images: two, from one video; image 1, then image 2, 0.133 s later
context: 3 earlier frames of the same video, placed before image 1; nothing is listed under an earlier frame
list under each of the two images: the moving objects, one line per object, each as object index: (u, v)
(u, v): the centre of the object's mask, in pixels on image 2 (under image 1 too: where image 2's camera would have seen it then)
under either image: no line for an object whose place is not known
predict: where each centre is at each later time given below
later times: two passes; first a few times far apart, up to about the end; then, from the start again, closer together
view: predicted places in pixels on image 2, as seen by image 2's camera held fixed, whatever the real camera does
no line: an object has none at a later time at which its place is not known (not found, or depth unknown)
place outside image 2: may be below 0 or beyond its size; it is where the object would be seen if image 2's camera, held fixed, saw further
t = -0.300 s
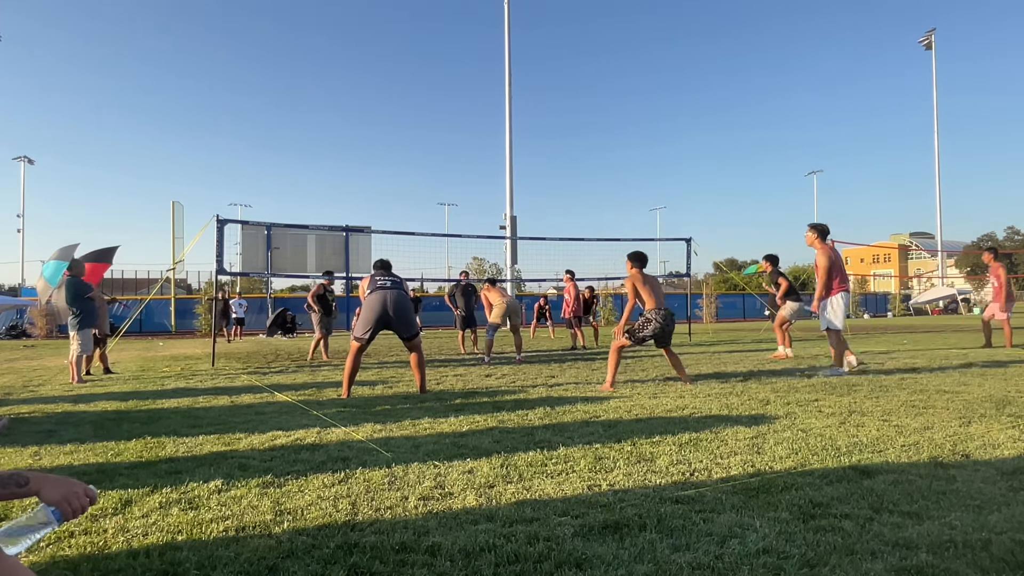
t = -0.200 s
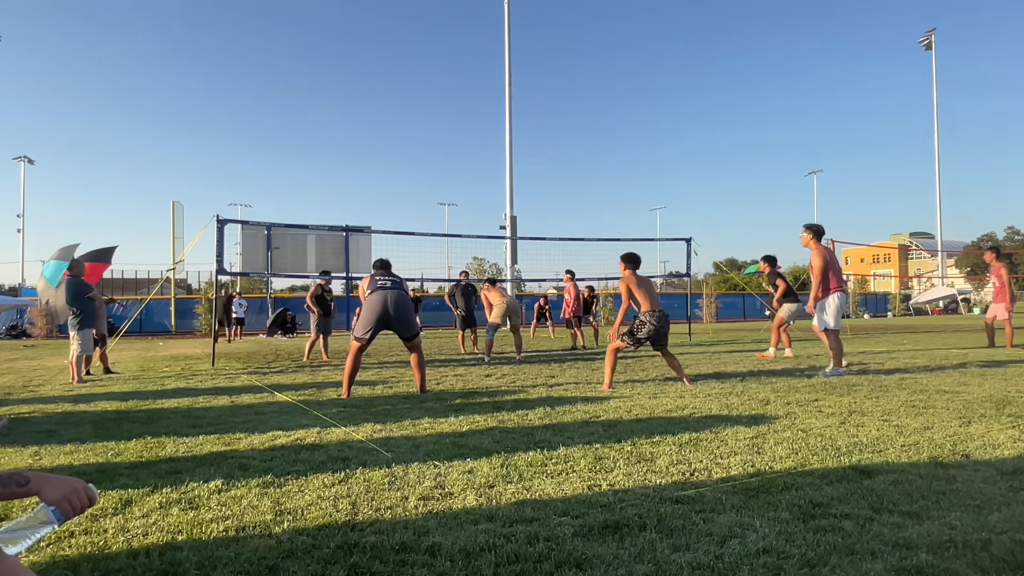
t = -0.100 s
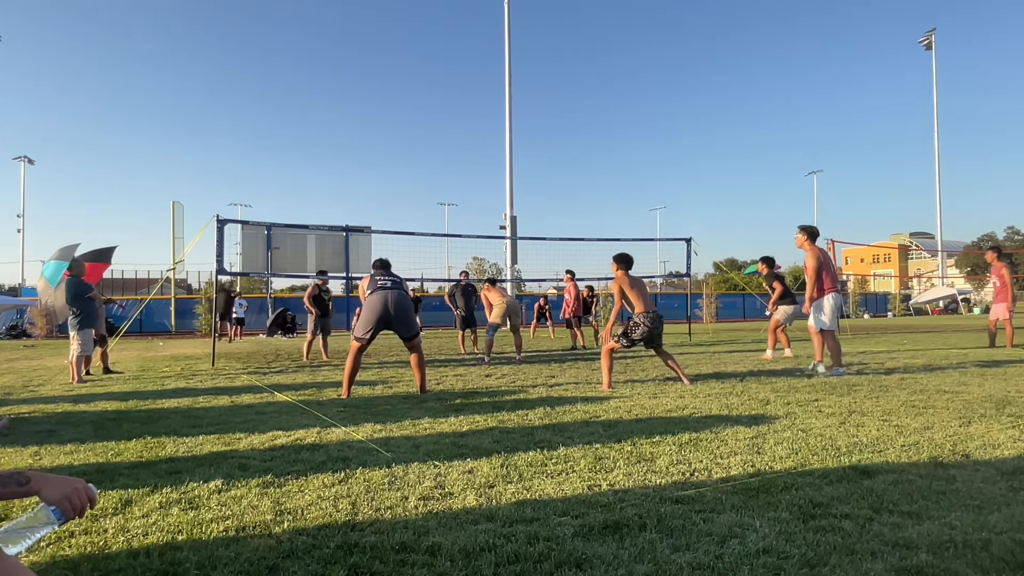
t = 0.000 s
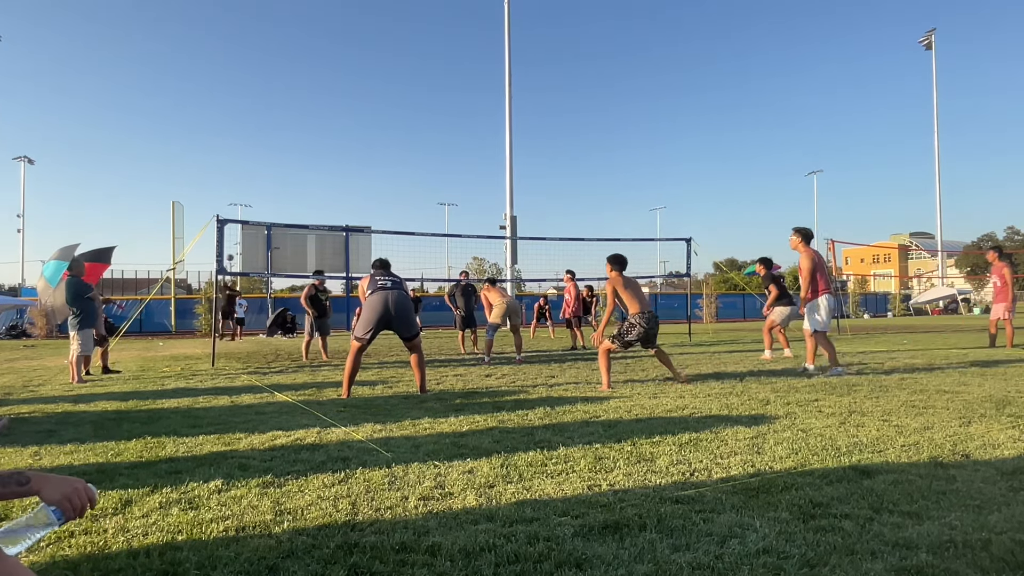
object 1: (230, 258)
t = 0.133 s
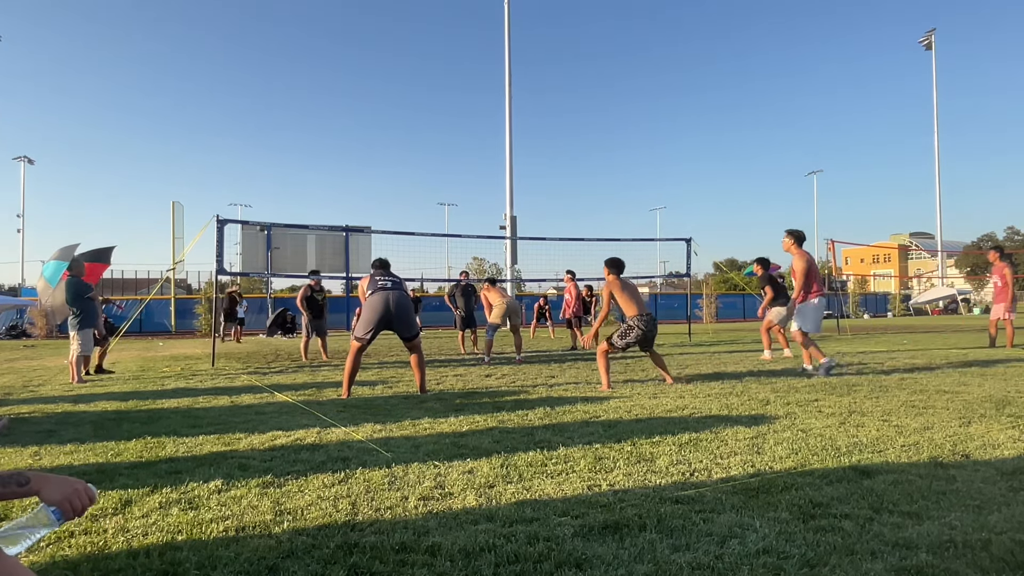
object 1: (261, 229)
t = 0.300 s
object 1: (308, 194)
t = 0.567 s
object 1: (408, 153)
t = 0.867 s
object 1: (565, 129)
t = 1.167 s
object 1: (804, 161)
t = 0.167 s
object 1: (270, 220)
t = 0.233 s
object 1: (288, 207)
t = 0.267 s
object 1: (298, 201)
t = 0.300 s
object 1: (308, 194)
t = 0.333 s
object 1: (319, 188)
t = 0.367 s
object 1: (330, 182)
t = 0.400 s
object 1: (341, 177)
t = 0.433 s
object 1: (354, 171)
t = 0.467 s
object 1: (366, 166)
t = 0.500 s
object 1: (380, 161)
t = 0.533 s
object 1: (394, 157)
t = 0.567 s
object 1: (408, 153)
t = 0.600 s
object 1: (423, 149)
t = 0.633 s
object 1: (438, 145)
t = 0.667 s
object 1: (454, 142)
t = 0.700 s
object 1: (470, 139)
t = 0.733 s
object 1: (488, 136)
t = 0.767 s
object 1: (505, 134)
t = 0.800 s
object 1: (525, 131)
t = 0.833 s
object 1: (544, 130)
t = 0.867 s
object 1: (565, 129)
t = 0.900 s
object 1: (587, 129)
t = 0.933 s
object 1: (610, 130)
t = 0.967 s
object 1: (633, 131)
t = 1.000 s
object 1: (658, 133)
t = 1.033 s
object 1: (685, 136)
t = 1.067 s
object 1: (712, 141)
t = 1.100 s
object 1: (741, 146)
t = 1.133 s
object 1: (771, 153)
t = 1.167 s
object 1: (804, 161)
